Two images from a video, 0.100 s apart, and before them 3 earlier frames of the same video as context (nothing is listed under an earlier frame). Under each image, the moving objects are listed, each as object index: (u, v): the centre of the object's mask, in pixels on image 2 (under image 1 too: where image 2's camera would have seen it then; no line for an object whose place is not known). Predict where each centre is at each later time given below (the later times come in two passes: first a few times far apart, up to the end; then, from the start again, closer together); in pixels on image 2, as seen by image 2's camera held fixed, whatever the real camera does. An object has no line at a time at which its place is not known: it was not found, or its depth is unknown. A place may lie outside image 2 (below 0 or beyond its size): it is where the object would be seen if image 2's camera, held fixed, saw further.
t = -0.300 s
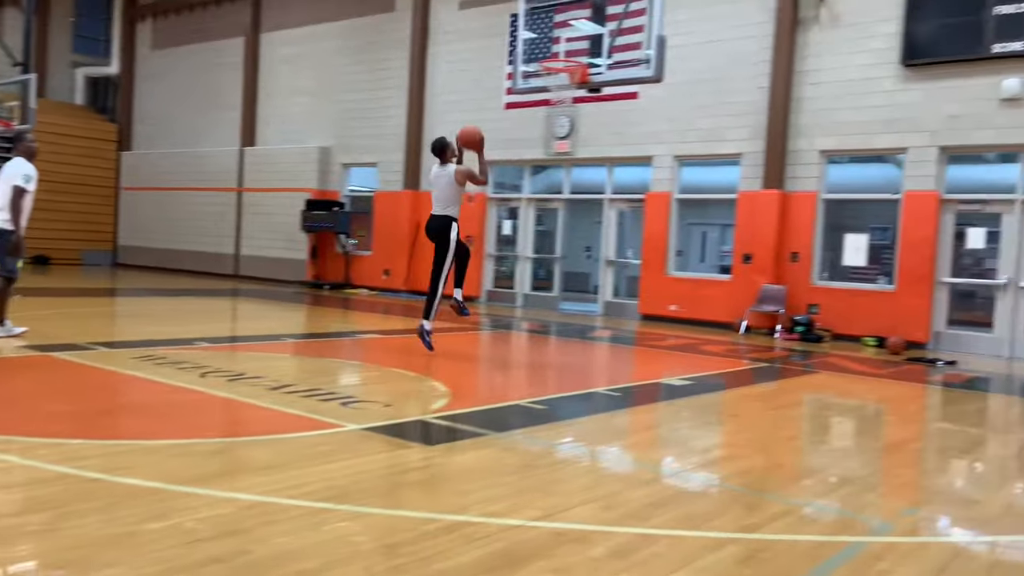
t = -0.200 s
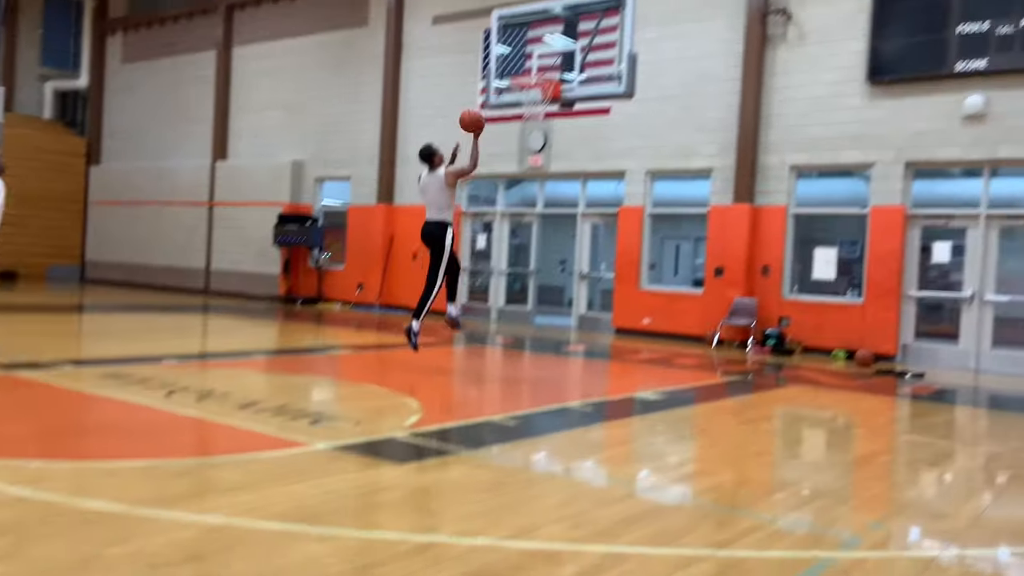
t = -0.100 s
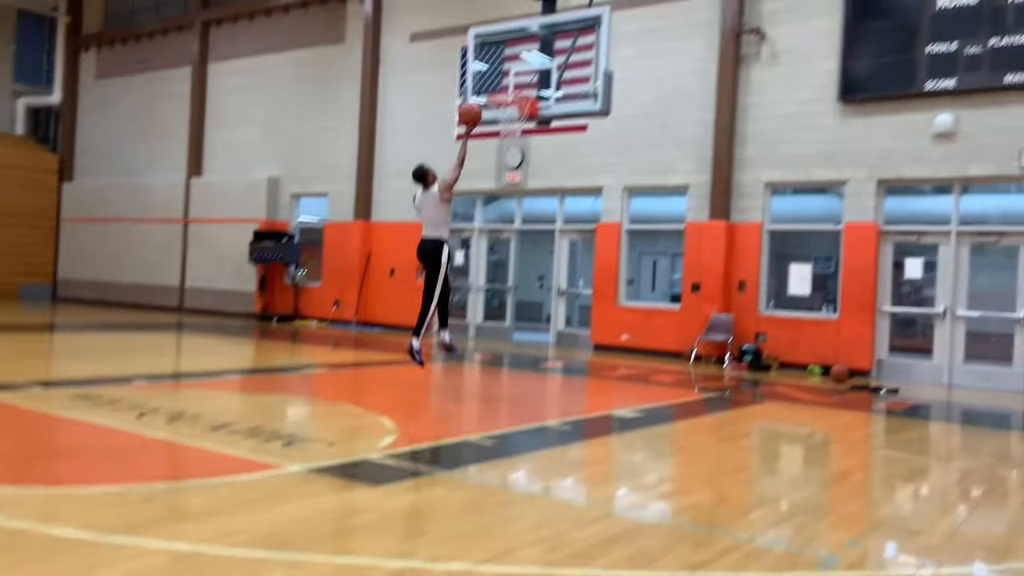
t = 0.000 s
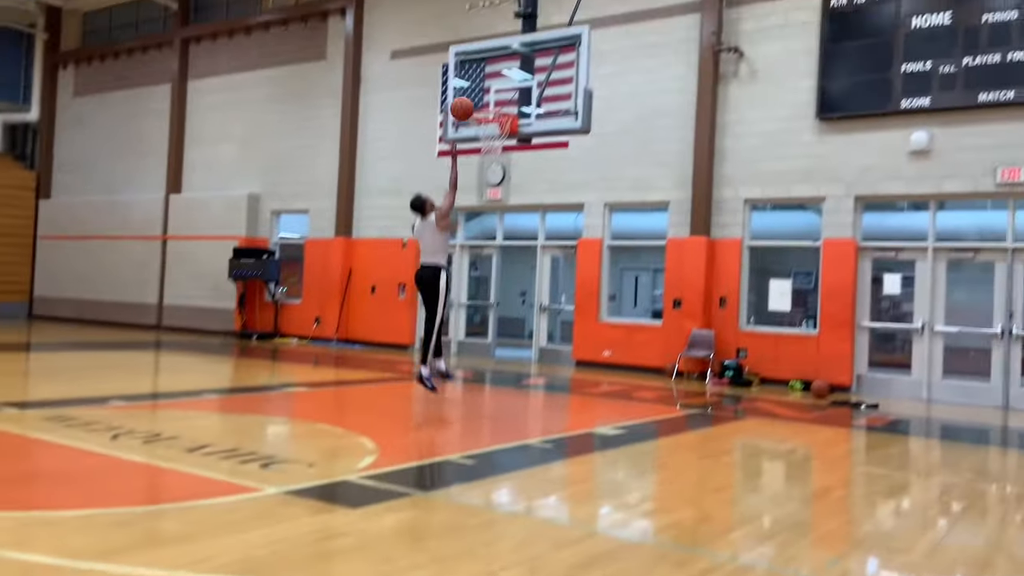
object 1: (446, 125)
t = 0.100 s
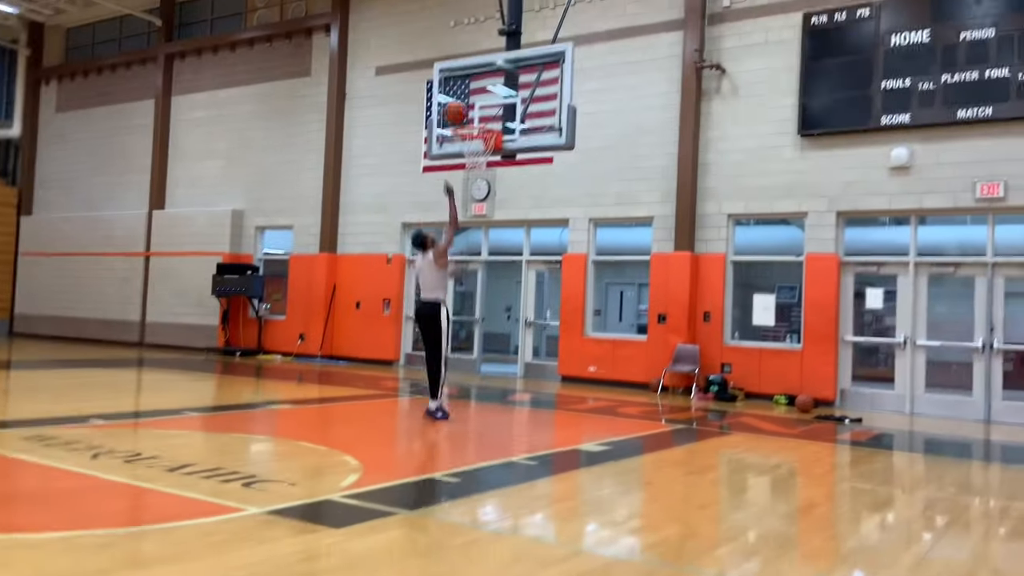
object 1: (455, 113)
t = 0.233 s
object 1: (468, 110)
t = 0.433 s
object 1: (482, 135)
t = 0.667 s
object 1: (481, 163)
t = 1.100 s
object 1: (449, 233)
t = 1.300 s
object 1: (433, 323)
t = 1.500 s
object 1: (419, 382)
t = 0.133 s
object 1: (458, 110)
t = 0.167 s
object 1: (462, 108)
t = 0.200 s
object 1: (465, 109)
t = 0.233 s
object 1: (468, 110)
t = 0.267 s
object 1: (471, 111)
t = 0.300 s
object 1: (473, 114)
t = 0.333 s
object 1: (476, 117)
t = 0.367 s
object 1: (478, 120)
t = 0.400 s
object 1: (483, 124)
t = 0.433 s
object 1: (482, 135)
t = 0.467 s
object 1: (487, 142)
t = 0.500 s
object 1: (488, 147)
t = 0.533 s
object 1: (489, 152)
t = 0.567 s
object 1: (487, 156)
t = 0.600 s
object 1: (486, 156)
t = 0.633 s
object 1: (483, 162)
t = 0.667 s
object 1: (481, 163)
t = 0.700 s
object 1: (479, 162)
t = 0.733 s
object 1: (478, 161)
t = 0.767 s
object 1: (477, 170)
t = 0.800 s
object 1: (475, 167)
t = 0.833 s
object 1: (471, 172)
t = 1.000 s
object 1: (458, 201)
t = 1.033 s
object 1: (454, 211)
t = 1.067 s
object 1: (452, 221)
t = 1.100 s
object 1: (449, 233)
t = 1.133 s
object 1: (446, 245)
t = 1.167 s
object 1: (444, 258)
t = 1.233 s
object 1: (439, 287)
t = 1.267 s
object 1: (436, 304)
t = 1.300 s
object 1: (433, 323)
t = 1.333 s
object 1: (430, 342)
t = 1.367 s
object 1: (427, 361)
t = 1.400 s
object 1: (423, 382)
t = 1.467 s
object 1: (420, 397)
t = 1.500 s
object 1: (419, 382)
